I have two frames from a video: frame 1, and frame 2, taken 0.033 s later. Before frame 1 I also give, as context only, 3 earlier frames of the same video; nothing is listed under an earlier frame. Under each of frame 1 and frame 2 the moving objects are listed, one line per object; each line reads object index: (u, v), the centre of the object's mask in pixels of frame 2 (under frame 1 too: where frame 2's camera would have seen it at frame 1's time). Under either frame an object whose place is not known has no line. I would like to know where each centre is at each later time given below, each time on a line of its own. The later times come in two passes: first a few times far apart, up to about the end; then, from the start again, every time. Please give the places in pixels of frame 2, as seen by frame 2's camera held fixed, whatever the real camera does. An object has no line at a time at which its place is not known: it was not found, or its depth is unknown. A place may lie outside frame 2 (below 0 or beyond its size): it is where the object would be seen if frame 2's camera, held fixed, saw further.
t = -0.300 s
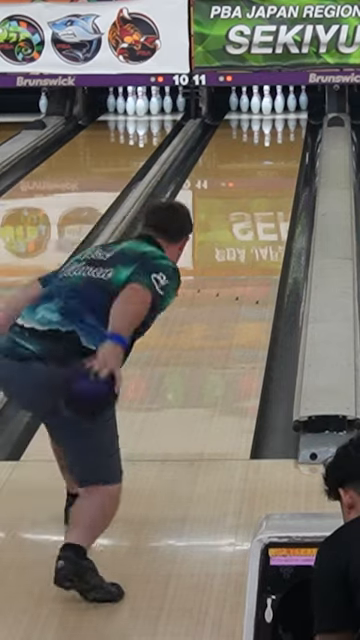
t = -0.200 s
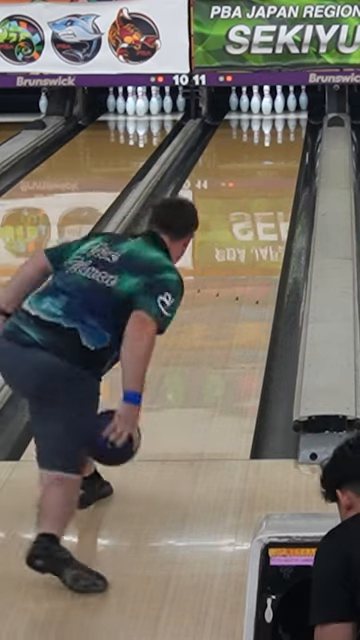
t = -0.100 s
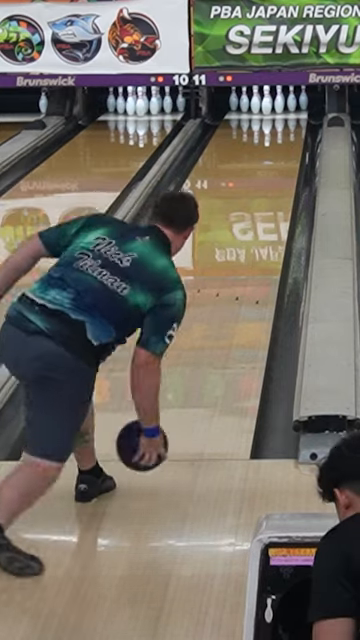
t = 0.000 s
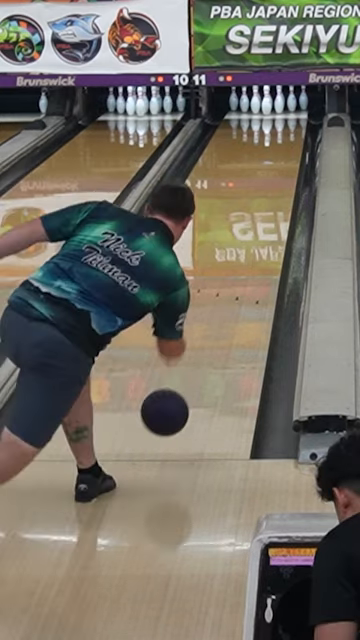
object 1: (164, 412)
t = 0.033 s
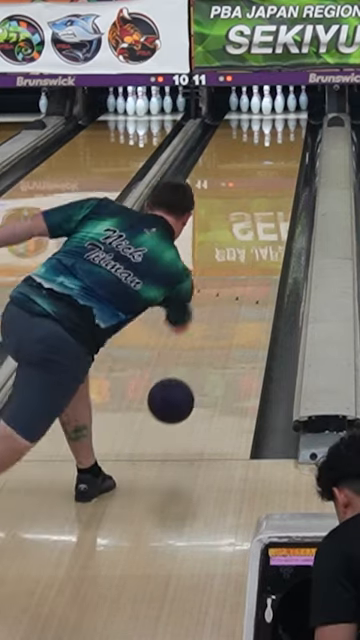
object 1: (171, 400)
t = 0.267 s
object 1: (206, 355)
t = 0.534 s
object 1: (235, 292)
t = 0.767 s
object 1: (253, 250)
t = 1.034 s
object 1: (268, 213)
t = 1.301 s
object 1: (280, 183)
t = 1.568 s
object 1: (287, 158)
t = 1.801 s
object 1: (289, 142)
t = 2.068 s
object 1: (284, 126)
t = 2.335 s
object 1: (274, 114)
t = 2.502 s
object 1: (269, 106)
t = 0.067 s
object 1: (177, 391)
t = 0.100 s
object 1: (182, 385)
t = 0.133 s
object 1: (187, 381)
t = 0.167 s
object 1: (193, 380)
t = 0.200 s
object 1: (198, 375)
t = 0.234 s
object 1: (202, 364)
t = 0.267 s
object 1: (206, 355)
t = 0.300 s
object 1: (210, 347)
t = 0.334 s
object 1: (214, 338)
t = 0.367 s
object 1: (218, 330)
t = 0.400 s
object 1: (222, 322)
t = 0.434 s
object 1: (225, 314)
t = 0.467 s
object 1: (228, 306)
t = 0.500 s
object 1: (232, 299)
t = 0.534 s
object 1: (235, 292)
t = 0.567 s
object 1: (237, 285)
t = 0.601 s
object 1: (240, 279)
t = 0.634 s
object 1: (243, 273)
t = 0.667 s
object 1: (245, 267)
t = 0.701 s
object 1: (248, 261)
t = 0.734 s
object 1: (250, 256)
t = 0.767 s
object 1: (253, 250)
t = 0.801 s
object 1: (255, 245)
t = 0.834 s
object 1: (257, 240)
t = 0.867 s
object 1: (259, 235)
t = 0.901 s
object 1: (261, 230)
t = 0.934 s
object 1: (263, 225)
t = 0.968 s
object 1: (265, 221)
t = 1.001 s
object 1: (266, 217)
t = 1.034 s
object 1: (268, 213)
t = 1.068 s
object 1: (270, 208)
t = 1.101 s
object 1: (272, 204)
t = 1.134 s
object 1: (273, 200)
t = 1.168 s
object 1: (275, 197)
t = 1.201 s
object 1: (276, 193)
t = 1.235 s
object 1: (277, 190)
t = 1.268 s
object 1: (279, 186)
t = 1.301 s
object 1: (280, 183)
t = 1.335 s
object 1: (282, 179)
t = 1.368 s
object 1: (283, 176)
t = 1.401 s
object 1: (284, 173)
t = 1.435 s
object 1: (285, 169)
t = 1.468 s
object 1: (285, 167)
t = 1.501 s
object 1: (286, 164)
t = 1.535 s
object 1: (287, 161)
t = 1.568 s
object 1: (287, 158)
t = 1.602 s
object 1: (287, 156)
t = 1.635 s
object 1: (288, 153)
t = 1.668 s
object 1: (288, 151)
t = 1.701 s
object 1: (289, 149)
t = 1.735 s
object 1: (289, 146)
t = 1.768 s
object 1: (289, 144)
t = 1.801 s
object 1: (289, 142)
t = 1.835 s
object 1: (288, 140)
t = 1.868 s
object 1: (288, 138)
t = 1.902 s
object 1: (288, 135)
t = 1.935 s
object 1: (287, 134)
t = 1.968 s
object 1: (286, 132)
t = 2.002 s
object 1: (286, 130)
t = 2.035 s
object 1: (285, 128)
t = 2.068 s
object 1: (284, 126)
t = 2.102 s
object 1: (283, 124)
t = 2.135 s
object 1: (281, 123)
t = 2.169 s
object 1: (280, 121)
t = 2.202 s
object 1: (280, 120)
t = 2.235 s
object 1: (278, 118)
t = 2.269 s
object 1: (277, 117)
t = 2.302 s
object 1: (275, 115)
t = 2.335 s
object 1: (274, 114)
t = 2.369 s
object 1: (273, 113)
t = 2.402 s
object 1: (272, 111)
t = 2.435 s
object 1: (270, 109)
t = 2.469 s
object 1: (270, 108)
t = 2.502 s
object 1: (269, 106)
